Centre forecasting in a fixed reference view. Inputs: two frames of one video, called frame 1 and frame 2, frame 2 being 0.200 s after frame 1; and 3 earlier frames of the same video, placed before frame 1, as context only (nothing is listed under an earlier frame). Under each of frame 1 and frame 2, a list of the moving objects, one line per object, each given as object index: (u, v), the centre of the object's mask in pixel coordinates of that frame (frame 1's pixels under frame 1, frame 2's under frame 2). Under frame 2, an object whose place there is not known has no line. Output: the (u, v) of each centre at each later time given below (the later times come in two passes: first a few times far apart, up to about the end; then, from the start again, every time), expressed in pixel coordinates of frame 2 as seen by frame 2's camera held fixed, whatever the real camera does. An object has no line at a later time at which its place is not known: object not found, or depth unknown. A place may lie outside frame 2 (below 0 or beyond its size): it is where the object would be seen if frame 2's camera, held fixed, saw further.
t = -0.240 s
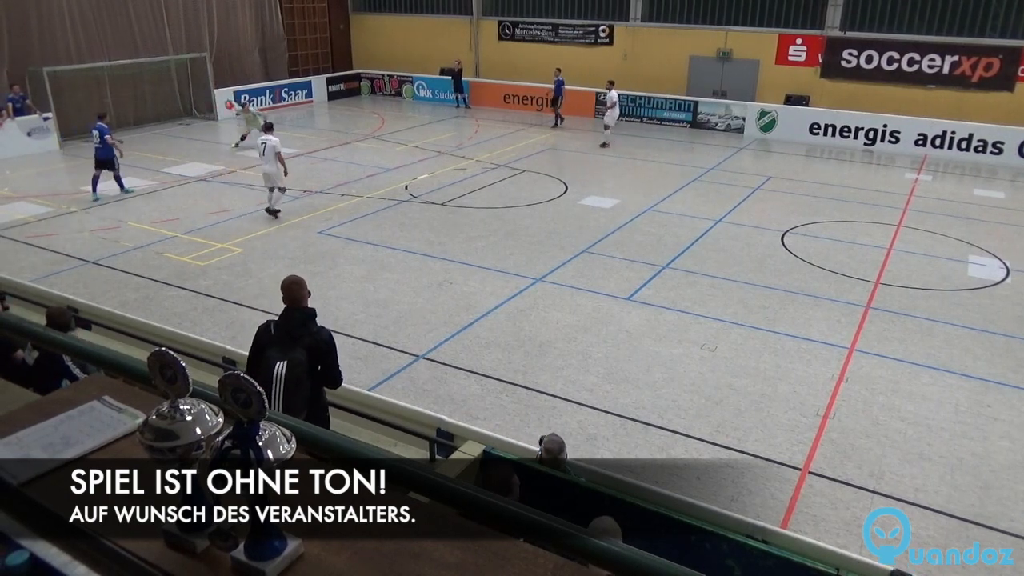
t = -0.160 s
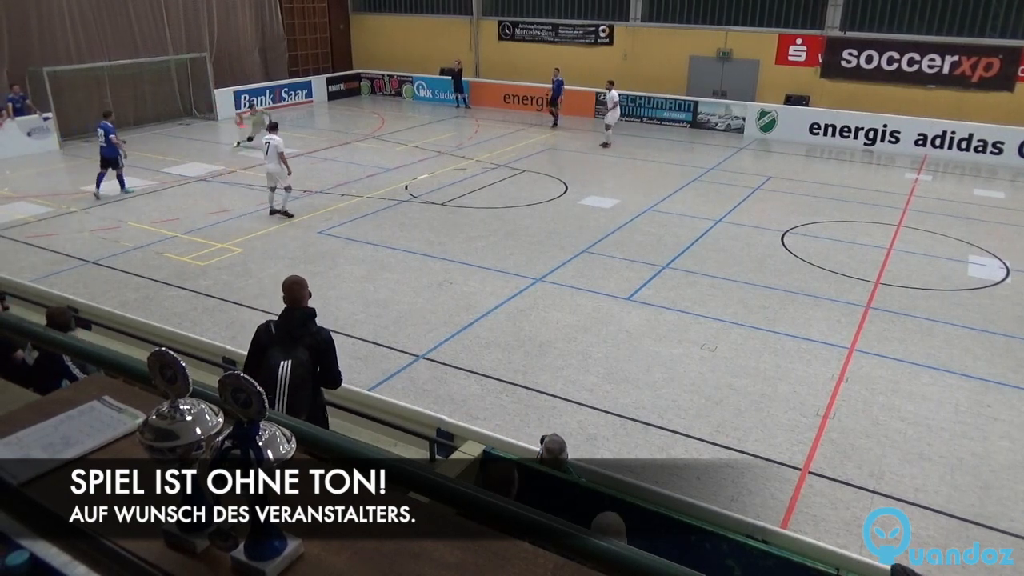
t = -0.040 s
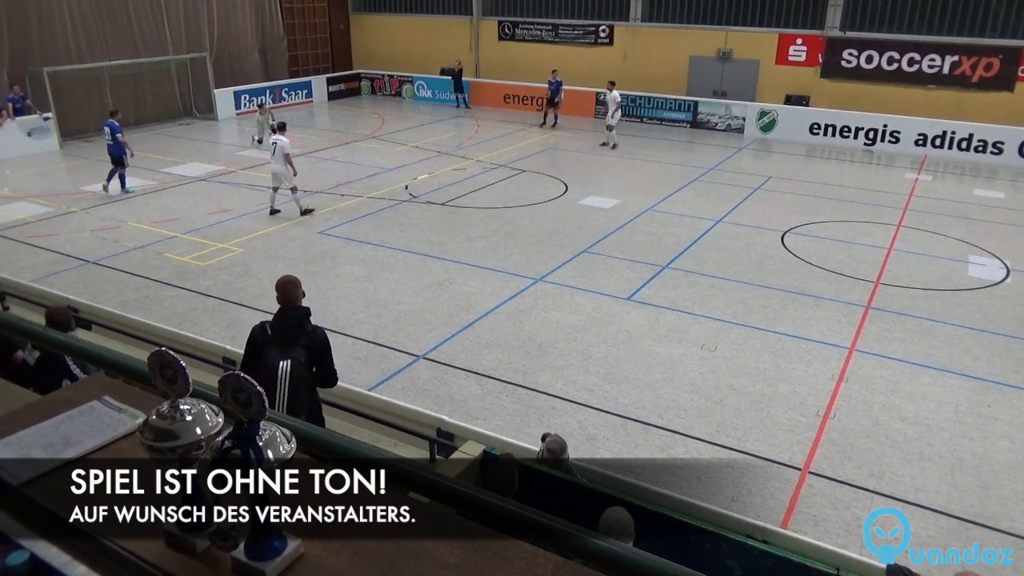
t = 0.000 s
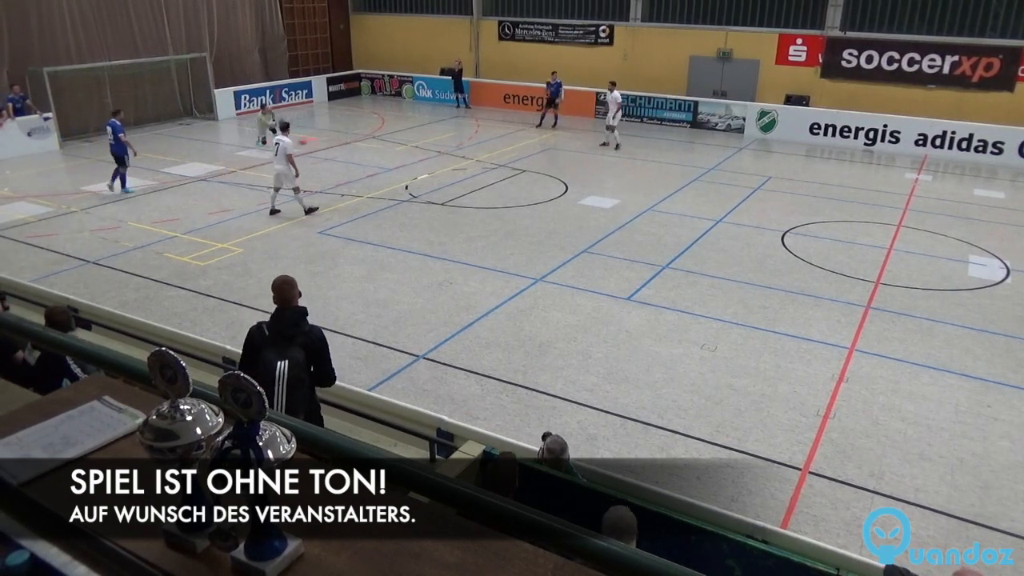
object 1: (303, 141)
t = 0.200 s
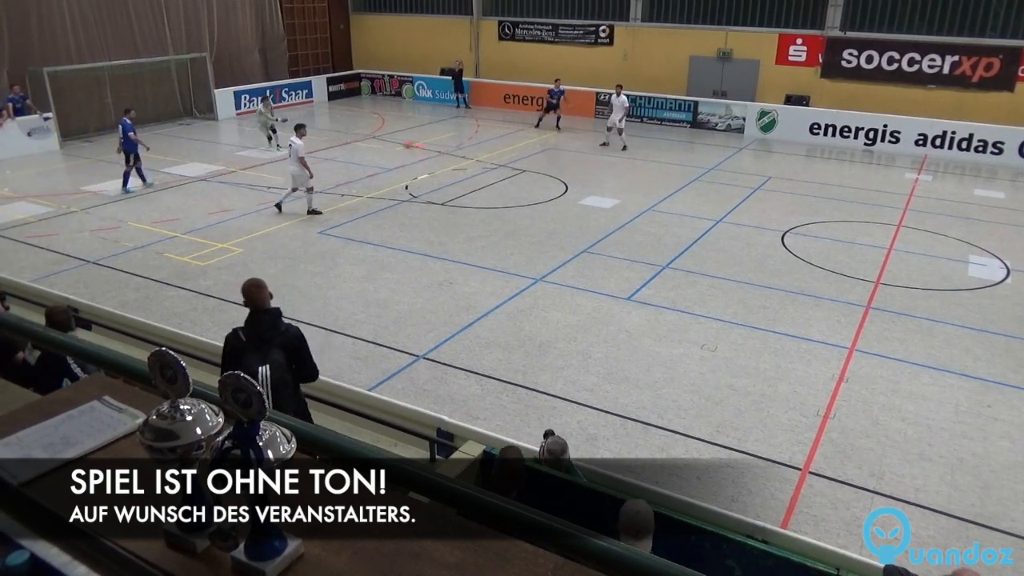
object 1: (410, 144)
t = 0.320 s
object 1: (480, 159)
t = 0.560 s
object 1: (628, 199)
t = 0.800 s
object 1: (756, 205)
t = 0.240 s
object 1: (438, 149)
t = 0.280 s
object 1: (454, 152)
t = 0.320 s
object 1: (480, 159)
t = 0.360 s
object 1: (508, 167)
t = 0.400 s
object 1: (530, 175)
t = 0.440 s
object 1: (556, 183)
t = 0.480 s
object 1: (582, 193)
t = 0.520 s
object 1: (608, 202)
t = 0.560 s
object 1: (628, 199)
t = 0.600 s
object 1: (648, 197)
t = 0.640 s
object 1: (668, 197)
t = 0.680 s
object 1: (690, 197)
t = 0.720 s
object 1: (713, 199)
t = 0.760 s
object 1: (733, 202)
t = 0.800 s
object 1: (756, 205)
